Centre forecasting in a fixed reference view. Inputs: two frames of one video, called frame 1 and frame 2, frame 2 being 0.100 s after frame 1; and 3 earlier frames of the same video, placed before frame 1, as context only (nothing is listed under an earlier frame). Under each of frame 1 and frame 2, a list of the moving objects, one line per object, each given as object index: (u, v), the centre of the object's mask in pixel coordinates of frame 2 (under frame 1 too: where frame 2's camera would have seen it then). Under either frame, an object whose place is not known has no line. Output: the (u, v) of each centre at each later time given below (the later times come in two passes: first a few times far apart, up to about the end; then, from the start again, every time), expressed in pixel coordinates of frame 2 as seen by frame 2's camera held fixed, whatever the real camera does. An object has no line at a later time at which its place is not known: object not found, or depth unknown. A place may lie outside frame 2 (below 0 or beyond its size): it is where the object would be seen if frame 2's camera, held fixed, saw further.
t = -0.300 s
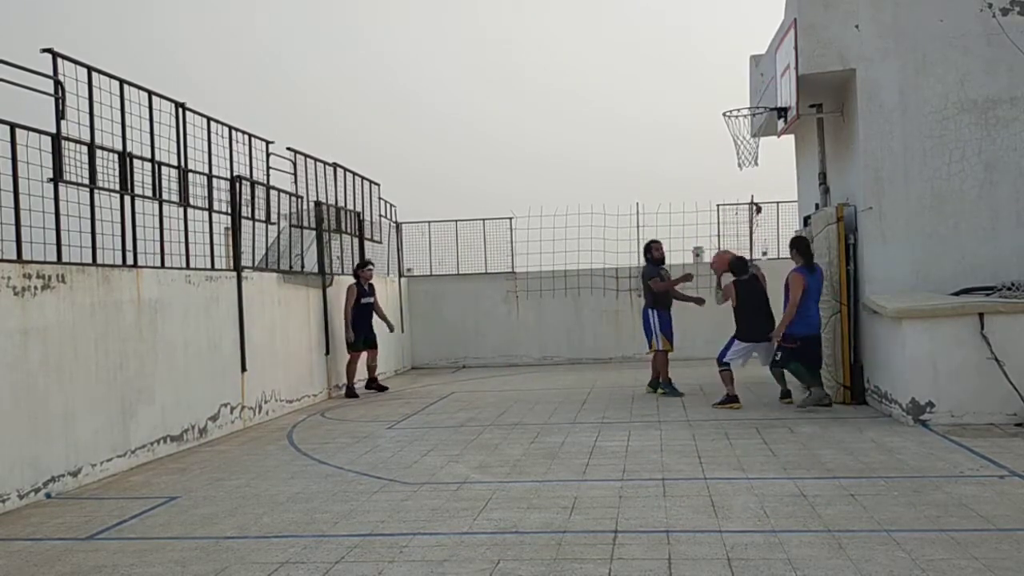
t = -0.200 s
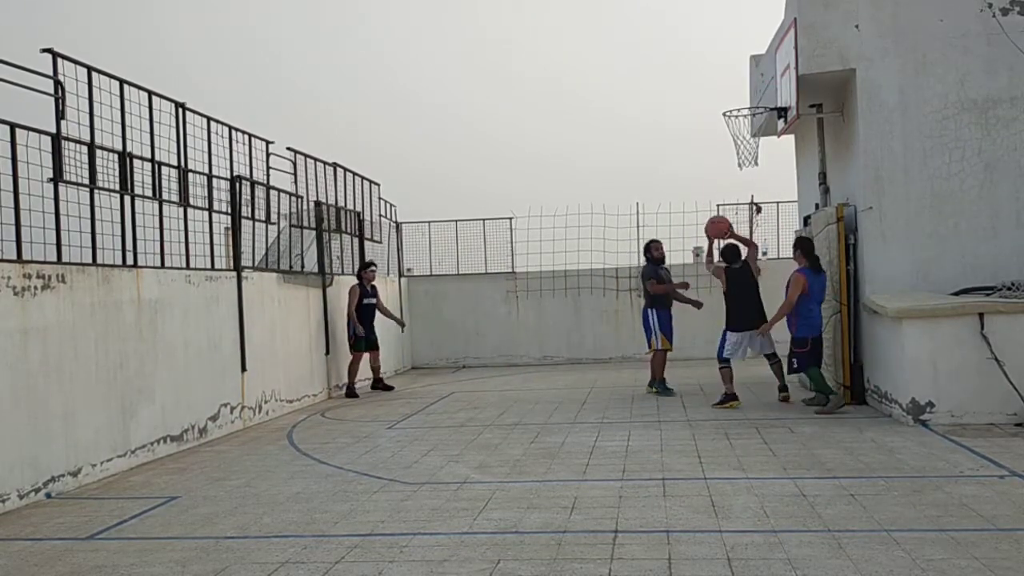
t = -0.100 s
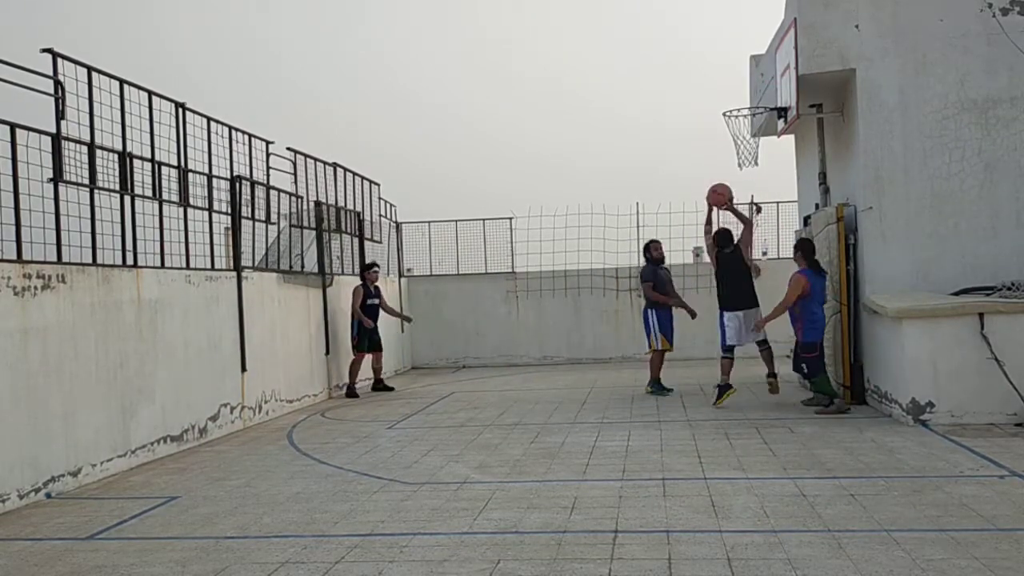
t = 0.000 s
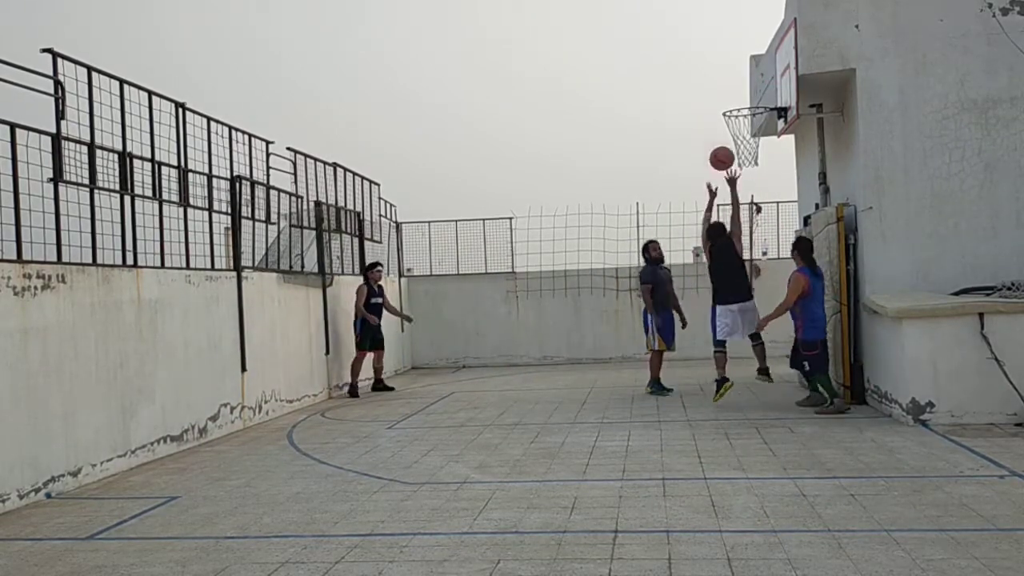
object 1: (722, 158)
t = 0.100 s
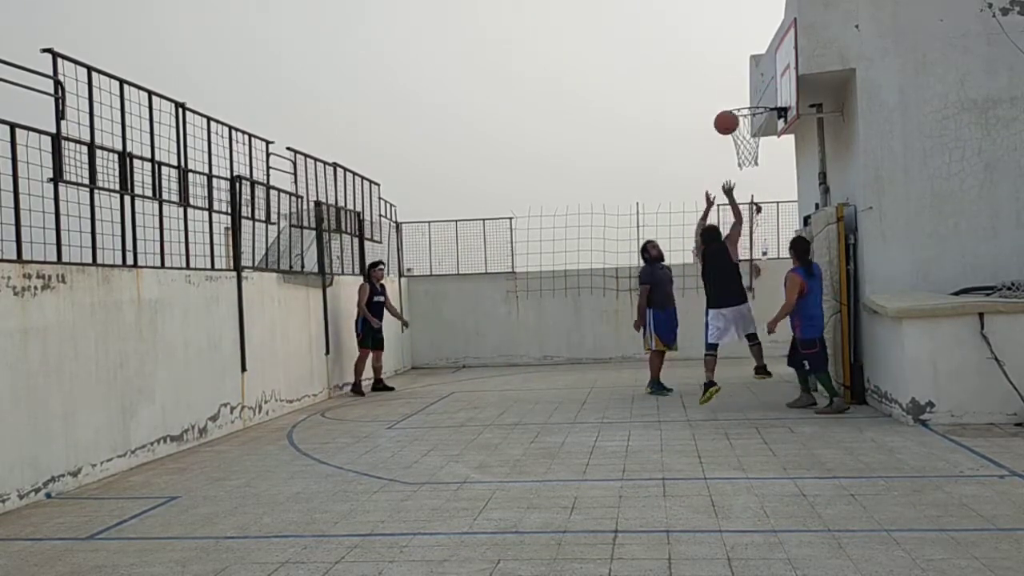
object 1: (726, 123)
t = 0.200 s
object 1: (731, 97)
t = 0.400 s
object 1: (742, 76)
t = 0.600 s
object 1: (754, 95)
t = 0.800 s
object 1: (735, 105)
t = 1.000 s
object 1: (747, 111)
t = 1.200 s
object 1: (757, 145)
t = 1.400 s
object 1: (756, 192)
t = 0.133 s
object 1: (728, 113)
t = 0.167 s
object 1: (729, 104)
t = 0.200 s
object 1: (731, 97)
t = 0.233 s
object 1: (733, 91)
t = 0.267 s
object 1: (734, 86)
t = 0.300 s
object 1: (736, 82)
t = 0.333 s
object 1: (738, 79)
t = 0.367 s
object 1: (740, 77)
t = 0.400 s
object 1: (742, 76)
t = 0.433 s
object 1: (744, 77)
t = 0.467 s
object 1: (746, 78)
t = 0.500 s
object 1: (748, 81)
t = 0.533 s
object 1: (750, 84)
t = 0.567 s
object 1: (752, 89)
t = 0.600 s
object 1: (754, 95)
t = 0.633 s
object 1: (756, 102)
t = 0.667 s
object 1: (755, 104)
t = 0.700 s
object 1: (749, 102)
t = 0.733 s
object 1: (744, 103)
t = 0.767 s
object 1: (739, 103)
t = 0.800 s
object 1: (735, 105)
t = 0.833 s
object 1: (737, 103)
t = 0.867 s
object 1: (739, 102)
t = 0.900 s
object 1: (741, 103)
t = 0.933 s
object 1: (743, 104)
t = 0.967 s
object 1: (745, 107)
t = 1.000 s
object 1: (747, 111)
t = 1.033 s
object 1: (749, 115)
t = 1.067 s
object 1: (751, 121)
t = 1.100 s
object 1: (754, 128)
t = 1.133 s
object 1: (755, 134)
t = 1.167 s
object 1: (756, 140)
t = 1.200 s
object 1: (757, 145)
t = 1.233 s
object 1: (756, 150)
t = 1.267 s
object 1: (756, 156)
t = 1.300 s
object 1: (756, 164)
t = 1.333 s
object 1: (756, 172)
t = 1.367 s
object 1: (756, 182)
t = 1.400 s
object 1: (756, 192)
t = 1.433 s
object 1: (756, 204)
